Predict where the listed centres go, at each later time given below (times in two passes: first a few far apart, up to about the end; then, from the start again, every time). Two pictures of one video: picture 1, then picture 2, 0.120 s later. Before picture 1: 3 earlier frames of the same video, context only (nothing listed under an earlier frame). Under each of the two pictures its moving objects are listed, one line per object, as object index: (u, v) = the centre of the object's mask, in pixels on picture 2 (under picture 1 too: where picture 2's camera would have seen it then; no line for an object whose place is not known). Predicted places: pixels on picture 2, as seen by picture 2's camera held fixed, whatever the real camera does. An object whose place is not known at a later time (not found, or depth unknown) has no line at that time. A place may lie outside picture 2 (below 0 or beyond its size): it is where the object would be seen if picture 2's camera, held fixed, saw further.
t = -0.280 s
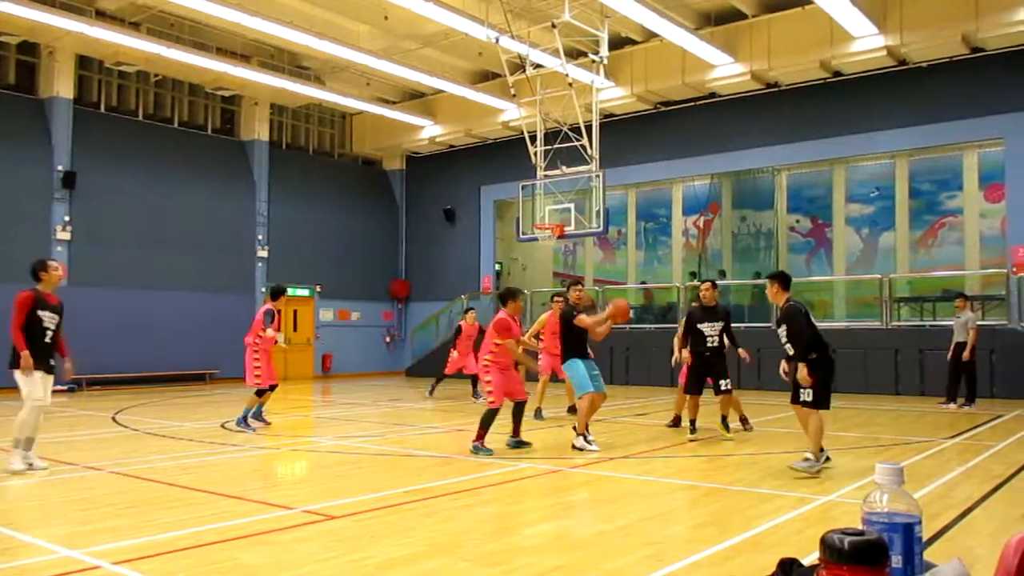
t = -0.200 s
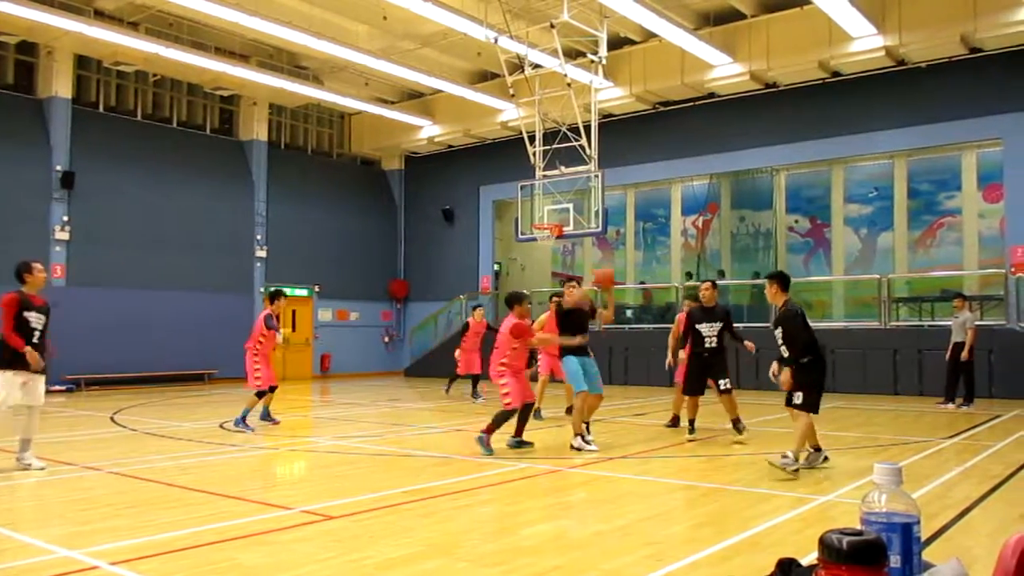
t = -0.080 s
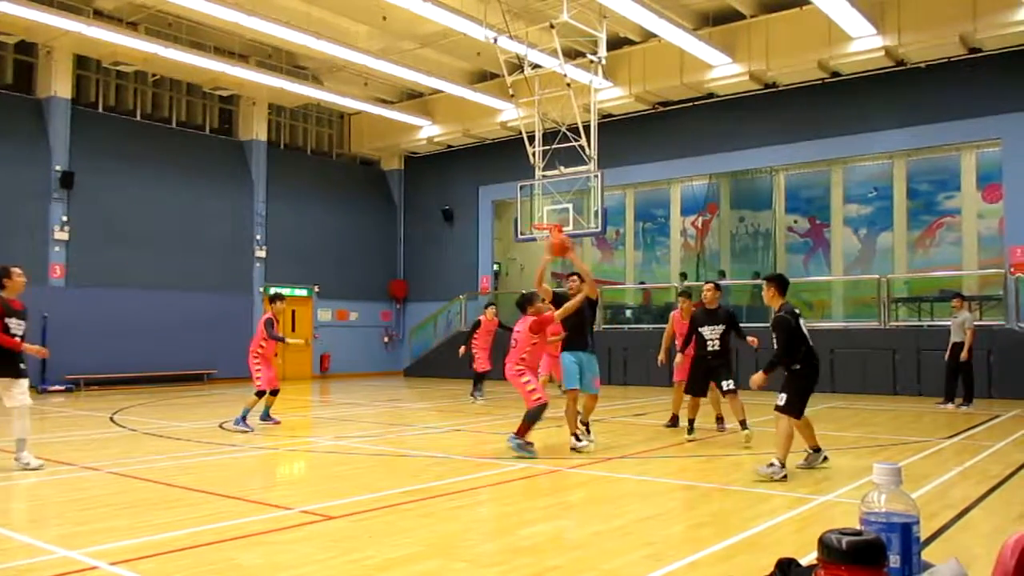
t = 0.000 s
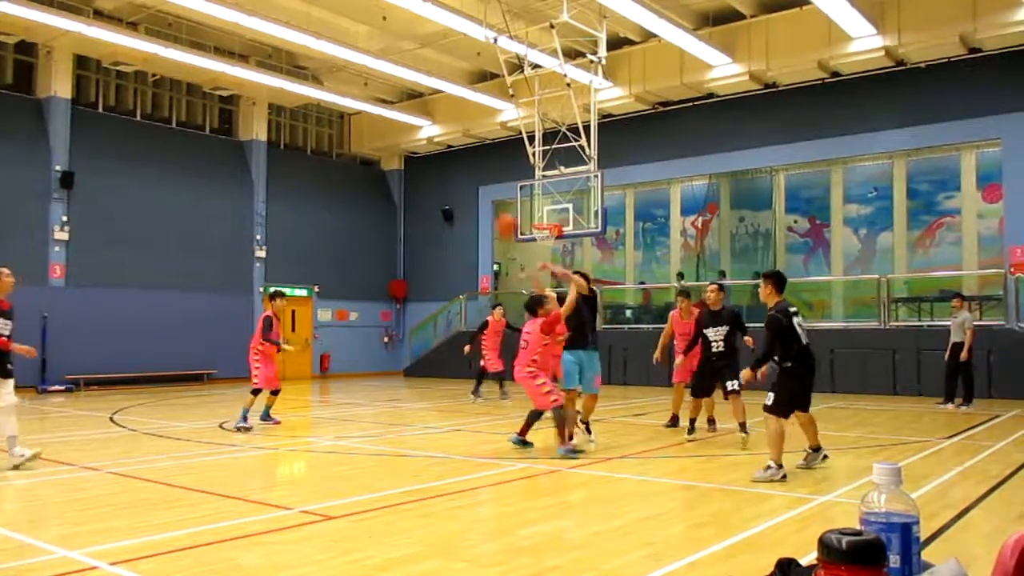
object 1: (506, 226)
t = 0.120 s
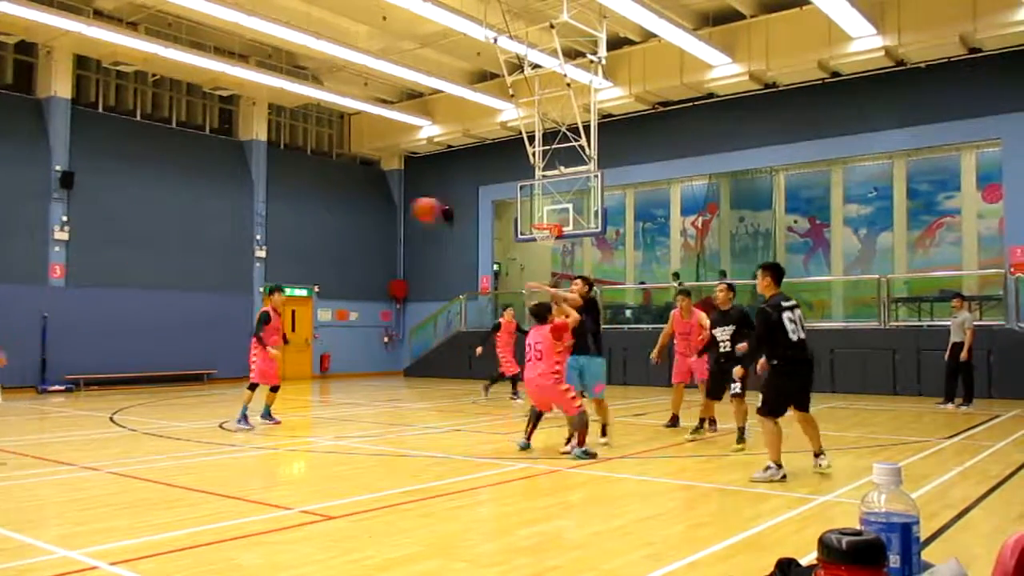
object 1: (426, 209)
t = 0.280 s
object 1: (312, 209)
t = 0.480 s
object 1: (160, 247)
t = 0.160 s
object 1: (399, 207)
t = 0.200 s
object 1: (370, 206)
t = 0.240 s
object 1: (341, 207)
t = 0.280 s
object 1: (312, 209)
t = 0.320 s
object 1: (282, 214)
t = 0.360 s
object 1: (252, 219)
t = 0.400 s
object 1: (221, 227)
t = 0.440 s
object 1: (190, 236)
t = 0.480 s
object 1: (160, 247)
